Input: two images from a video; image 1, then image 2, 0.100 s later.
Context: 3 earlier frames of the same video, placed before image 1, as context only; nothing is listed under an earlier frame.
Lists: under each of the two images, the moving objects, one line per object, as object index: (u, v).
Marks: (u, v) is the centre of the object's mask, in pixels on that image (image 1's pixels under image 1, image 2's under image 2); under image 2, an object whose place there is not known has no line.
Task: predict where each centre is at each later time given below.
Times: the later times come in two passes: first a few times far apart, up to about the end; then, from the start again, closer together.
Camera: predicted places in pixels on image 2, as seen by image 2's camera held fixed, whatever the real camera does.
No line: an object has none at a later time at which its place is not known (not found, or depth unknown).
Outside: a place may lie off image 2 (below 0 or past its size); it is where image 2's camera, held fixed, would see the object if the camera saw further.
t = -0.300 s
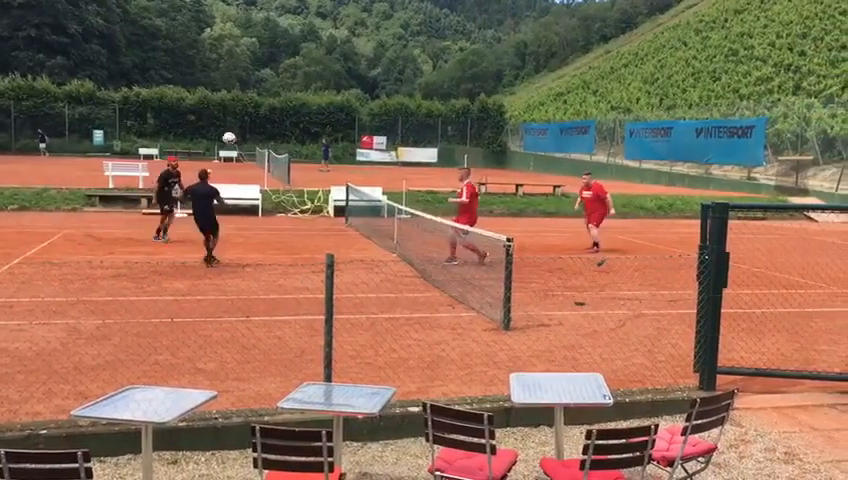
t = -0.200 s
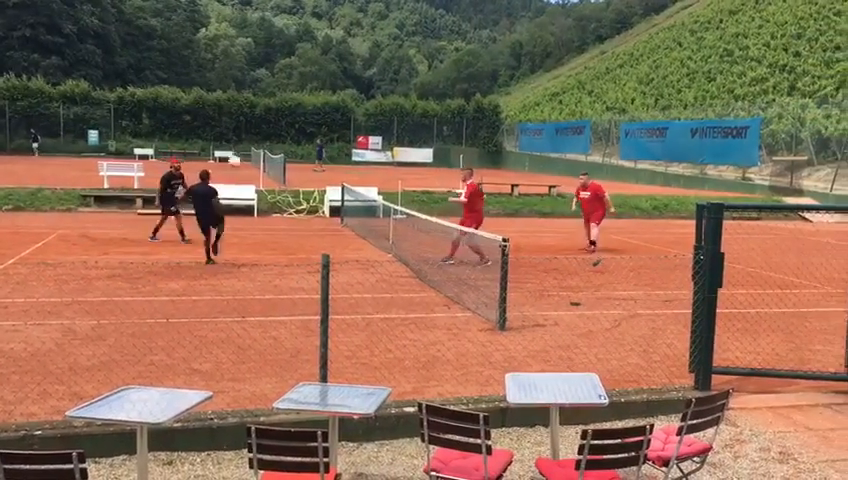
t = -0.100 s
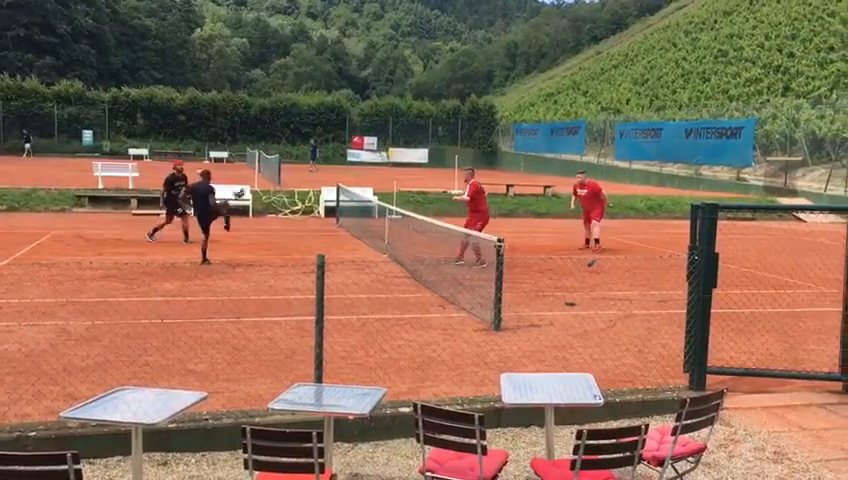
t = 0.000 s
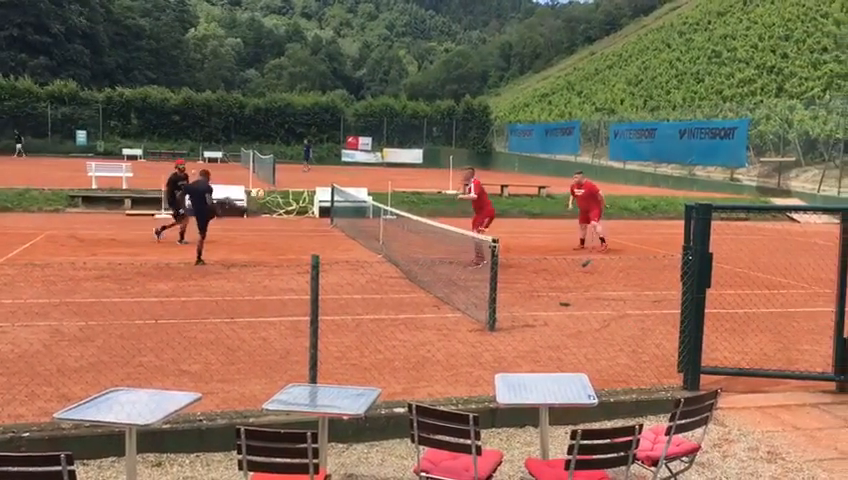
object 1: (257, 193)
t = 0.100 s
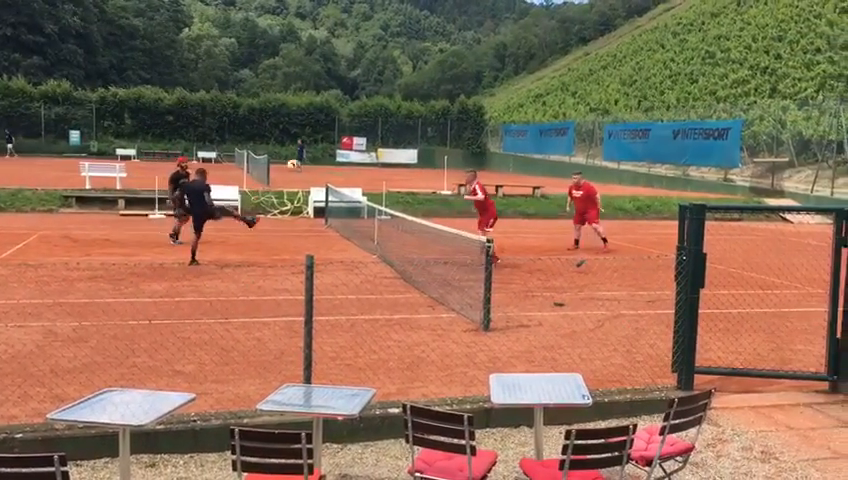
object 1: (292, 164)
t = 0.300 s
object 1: (374, 128)
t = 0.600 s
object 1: (488, 116)
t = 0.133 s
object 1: (307, 156)
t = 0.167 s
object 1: (321, 149)
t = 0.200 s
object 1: (334, 143)
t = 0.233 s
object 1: (348, 136)
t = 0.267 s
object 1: (361, 131)
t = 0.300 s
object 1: (374, 128)
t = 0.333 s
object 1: (387, 124)
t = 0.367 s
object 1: (400, 120)
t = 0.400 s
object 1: (413, 118)
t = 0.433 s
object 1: (426, 116)
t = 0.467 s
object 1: (438, 115)
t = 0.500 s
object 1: (451, 114)
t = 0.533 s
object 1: (463, 114)
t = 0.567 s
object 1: (476, 115)
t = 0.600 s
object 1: (488, 116)
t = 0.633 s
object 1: (500, 117)
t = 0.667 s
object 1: (512, 121)
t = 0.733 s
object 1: (536, 128)
